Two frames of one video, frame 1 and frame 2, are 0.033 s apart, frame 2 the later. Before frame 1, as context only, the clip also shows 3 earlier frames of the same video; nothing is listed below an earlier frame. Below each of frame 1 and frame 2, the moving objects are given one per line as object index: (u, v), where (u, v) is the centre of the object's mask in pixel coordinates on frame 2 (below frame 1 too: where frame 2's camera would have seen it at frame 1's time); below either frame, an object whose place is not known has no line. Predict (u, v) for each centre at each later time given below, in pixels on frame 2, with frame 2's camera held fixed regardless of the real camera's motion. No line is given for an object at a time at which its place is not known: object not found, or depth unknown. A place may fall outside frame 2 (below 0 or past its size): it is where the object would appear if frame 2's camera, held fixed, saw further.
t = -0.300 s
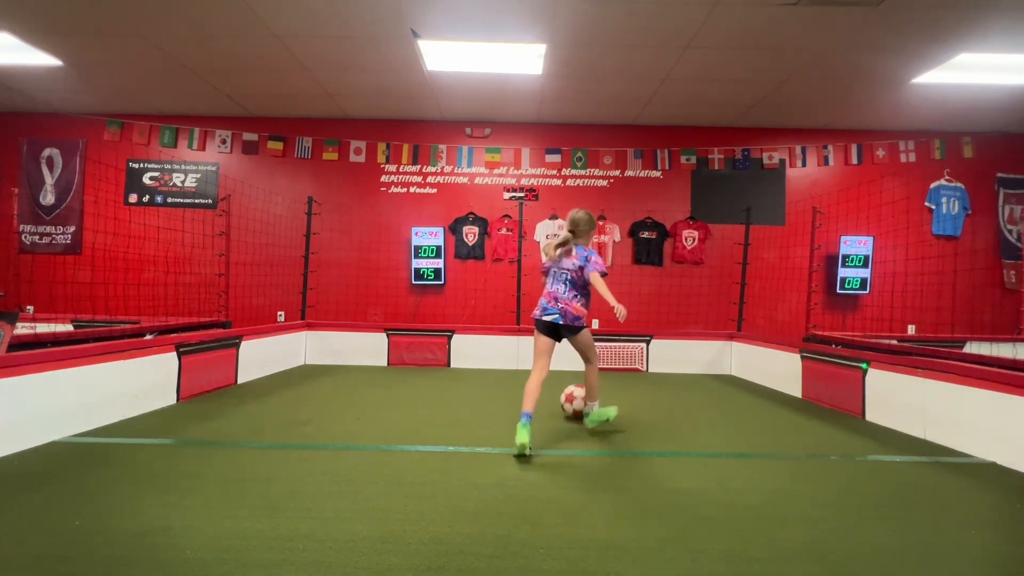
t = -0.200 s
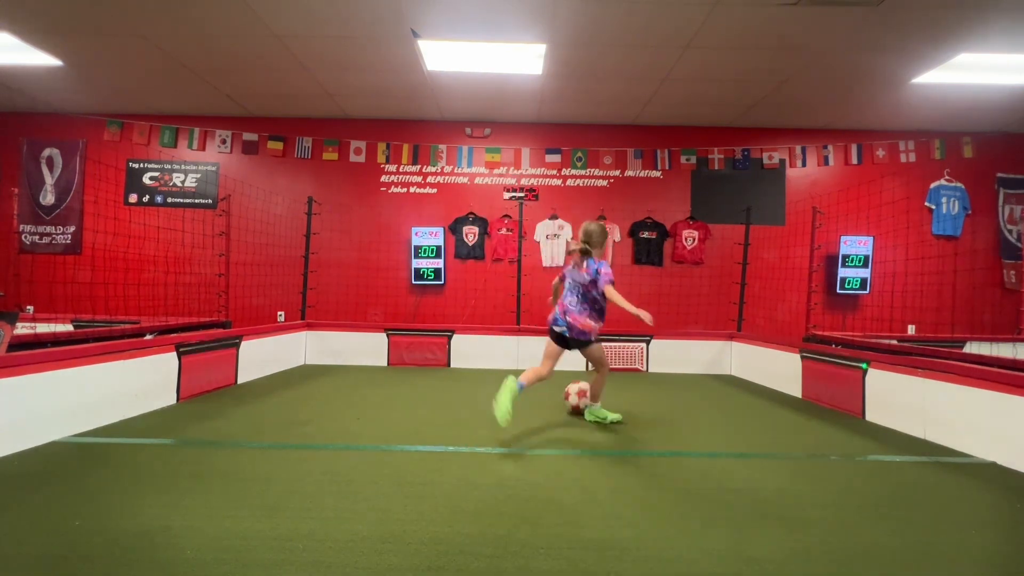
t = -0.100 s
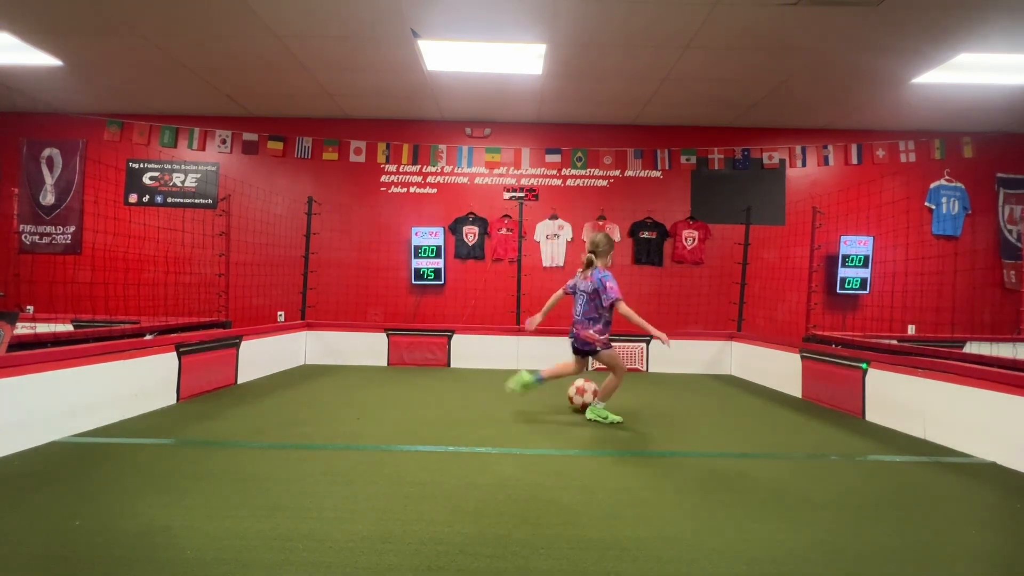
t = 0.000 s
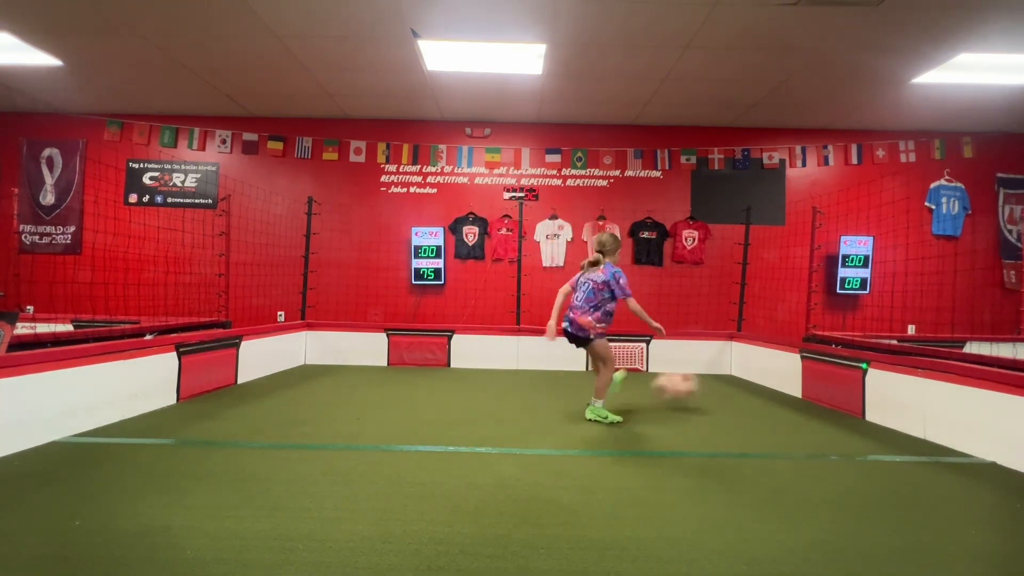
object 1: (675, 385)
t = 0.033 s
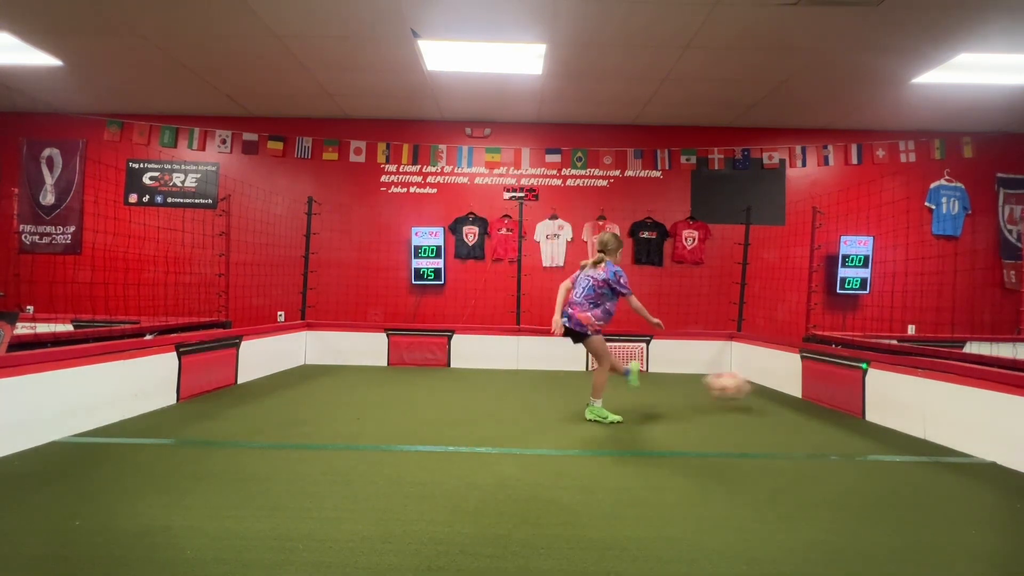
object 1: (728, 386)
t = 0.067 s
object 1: (779, 384)
